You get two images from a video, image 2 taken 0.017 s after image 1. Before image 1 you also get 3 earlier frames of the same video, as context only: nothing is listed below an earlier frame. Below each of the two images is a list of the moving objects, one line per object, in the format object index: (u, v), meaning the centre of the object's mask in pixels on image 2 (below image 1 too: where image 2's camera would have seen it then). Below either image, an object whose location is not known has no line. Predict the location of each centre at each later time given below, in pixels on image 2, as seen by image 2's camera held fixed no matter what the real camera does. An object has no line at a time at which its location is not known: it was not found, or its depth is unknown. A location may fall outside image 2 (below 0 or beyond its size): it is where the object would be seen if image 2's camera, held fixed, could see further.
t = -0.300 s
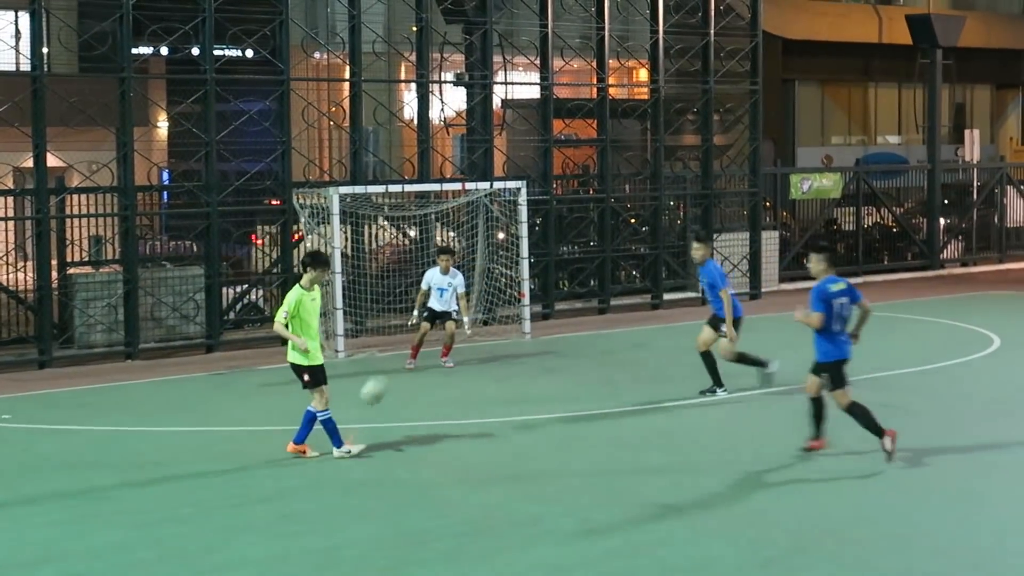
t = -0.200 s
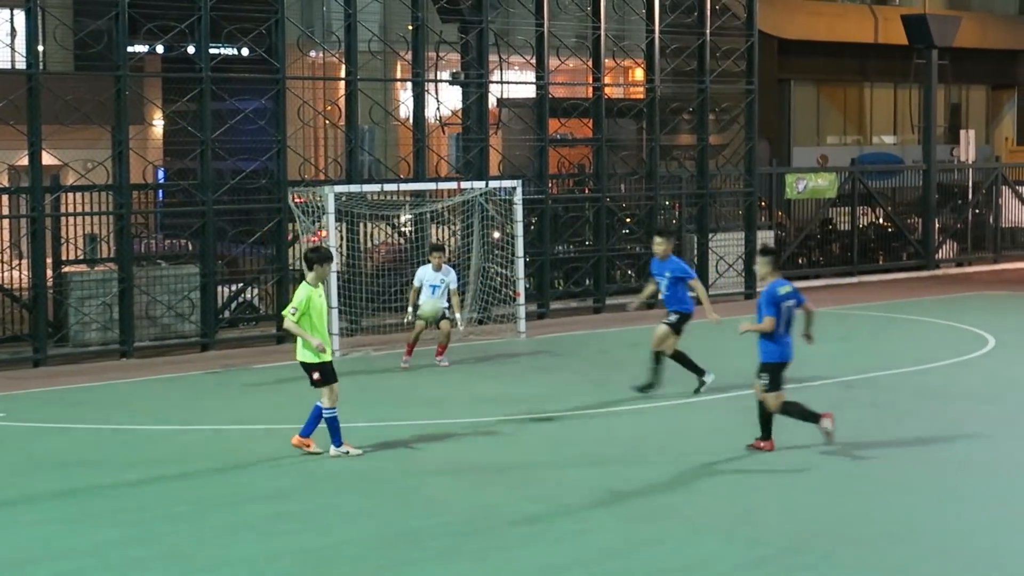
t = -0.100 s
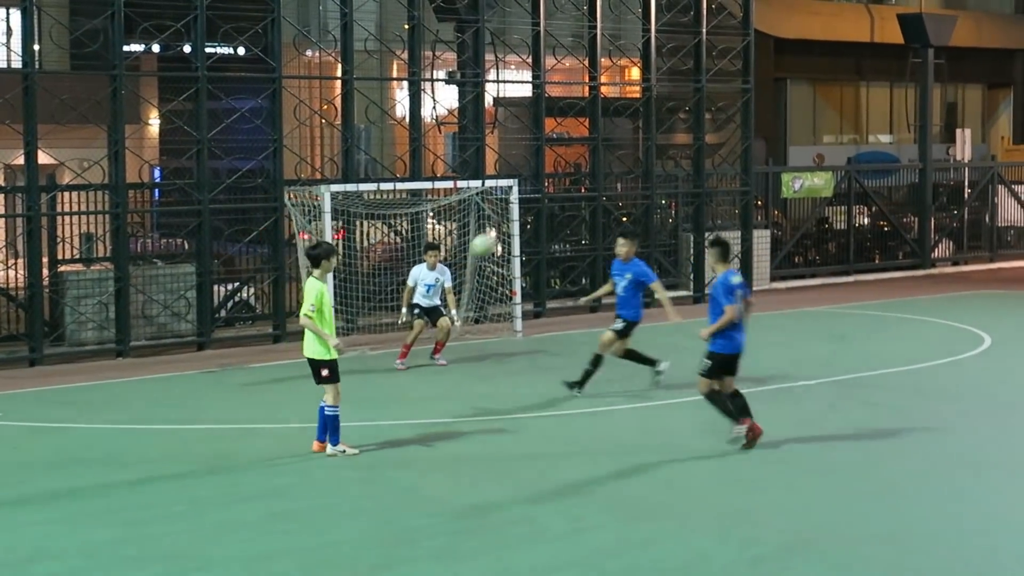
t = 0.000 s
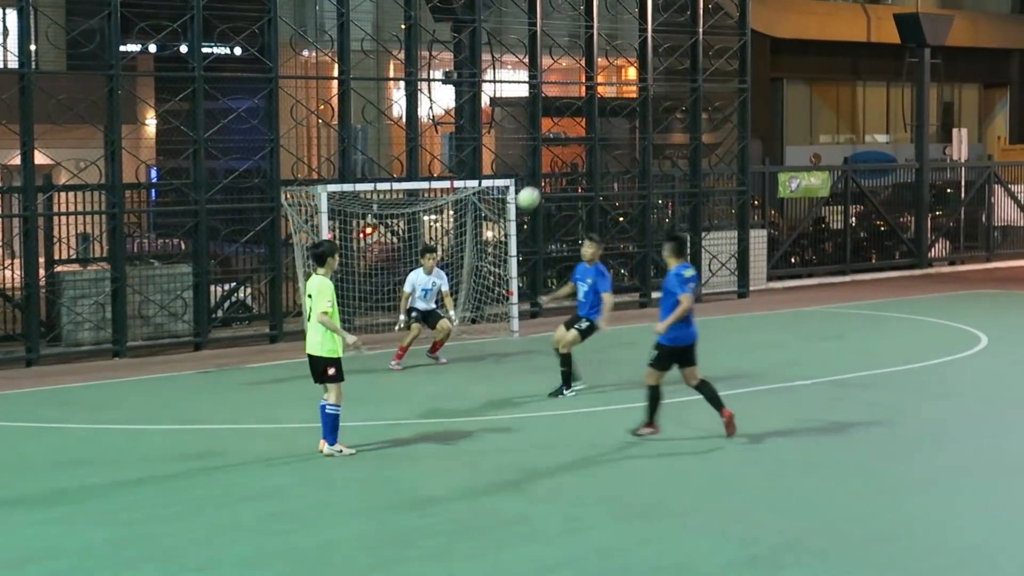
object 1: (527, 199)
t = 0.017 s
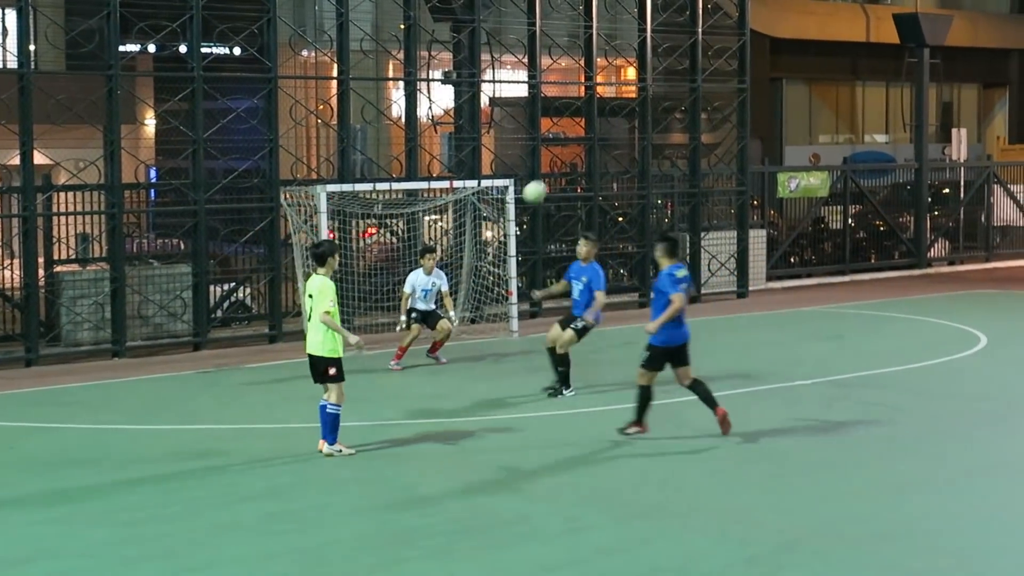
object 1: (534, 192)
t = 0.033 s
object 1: (542, 186)
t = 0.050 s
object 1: (549, 181)
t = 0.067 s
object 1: (557, 175)
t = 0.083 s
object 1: (563, 170)
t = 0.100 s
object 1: (570, 166)
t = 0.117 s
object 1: (576, 162)
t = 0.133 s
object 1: (583, 158)
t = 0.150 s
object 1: (589, 154)
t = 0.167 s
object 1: (595, 151)
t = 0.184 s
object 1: (601, 148)
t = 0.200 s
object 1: (607, 146)
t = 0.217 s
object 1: (613, 143)
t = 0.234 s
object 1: (618, 141)
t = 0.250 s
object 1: (624, 140)
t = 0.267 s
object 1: (630, 138)
